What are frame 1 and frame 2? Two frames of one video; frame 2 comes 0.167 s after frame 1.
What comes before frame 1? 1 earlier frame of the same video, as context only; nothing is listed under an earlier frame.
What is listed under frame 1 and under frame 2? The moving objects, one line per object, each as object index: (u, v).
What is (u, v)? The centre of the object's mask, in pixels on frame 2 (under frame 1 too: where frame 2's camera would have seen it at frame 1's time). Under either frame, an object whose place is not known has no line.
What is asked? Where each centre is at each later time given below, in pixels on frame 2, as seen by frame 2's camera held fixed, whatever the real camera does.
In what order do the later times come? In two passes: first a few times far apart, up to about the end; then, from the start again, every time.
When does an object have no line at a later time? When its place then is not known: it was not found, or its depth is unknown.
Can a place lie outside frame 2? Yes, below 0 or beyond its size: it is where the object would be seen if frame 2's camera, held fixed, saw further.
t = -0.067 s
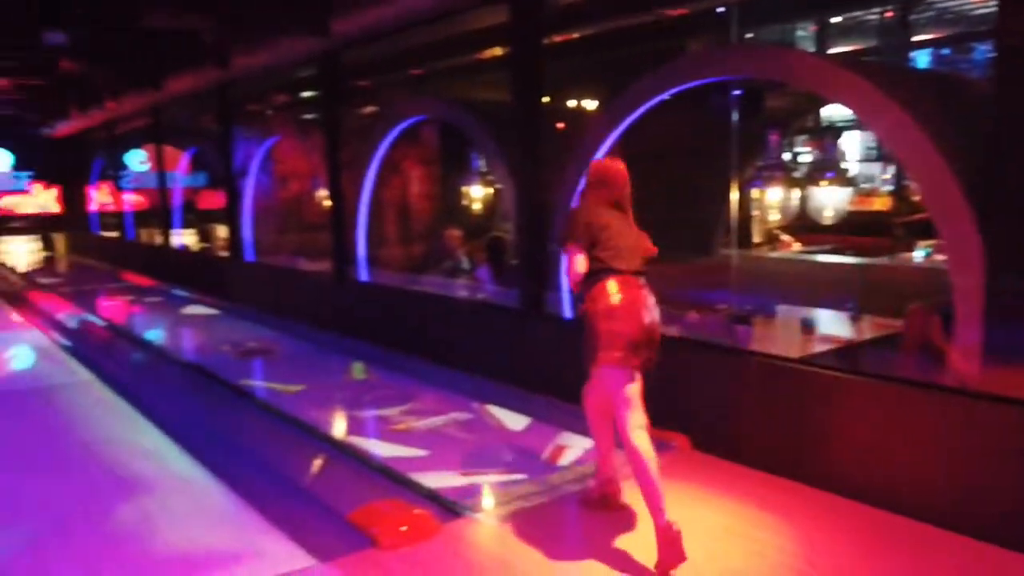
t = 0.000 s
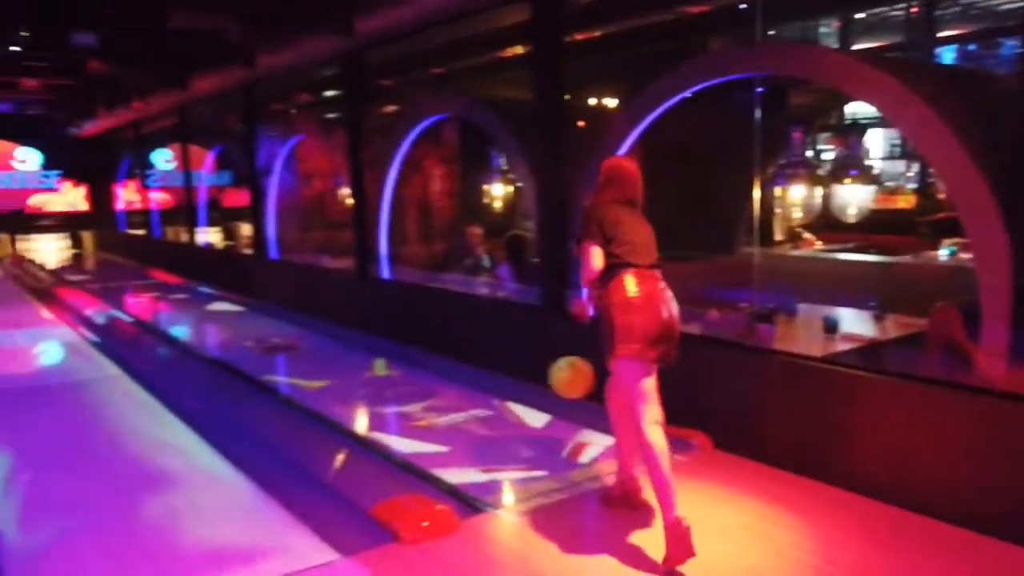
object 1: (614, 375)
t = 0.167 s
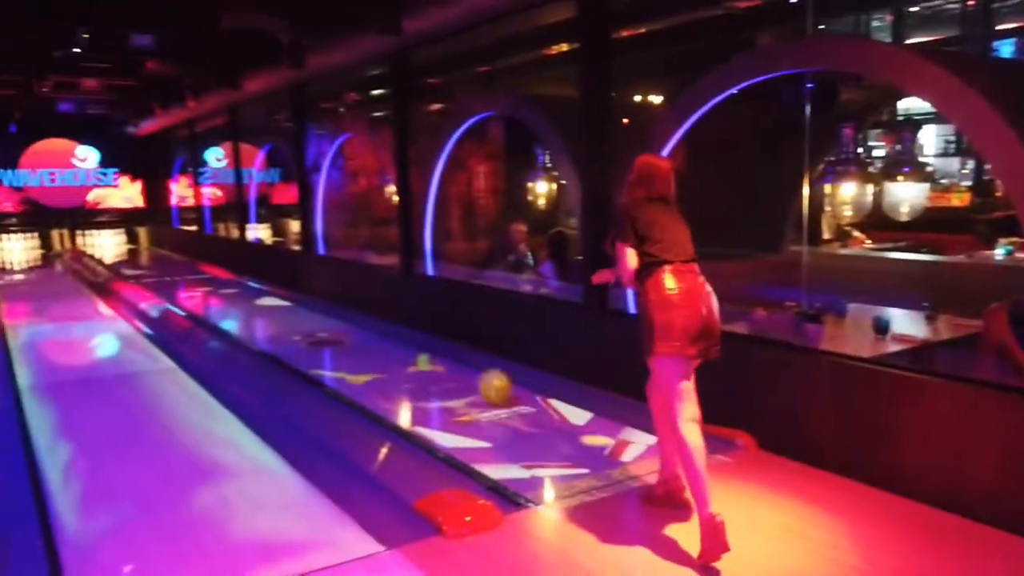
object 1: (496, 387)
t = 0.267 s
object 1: (444, 363)
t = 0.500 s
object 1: (357, 334)
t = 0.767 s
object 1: (292, 309)
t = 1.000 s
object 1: (252, 293)
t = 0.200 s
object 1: (477, 378)
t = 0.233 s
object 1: (460, 368)
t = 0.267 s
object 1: (444, 363)
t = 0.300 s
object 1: (429, 359)
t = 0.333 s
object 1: (415, 356)
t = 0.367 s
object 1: (402, 352)
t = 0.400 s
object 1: (390, 347)
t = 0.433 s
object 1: (378, 342)
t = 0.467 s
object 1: (367, 338)
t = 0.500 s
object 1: (357, 334)
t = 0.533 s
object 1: (348, 331)
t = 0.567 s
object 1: (338, 327)
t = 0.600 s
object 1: (329, 324)
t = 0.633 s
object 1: (321, 321)
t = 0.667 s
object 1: (313, 317)
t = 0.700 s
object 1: (306, 314)
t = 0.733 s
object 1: (299, 312)
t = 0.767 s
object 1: (292, 309)
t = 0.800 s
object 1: (286, 306)
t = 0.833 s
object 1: (280, 304)
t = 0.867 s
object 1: (273, 301)
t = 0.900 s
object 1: (267, 299)
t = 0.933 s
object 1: (262, 297)
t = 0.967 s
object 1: (257, 295)
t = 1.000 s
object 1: (252, 293)
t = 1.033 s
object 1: (248, 292)
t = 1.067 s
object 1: (242, 290)
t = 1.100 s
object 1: (238, 288)
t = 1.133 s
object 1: (233, 286)
